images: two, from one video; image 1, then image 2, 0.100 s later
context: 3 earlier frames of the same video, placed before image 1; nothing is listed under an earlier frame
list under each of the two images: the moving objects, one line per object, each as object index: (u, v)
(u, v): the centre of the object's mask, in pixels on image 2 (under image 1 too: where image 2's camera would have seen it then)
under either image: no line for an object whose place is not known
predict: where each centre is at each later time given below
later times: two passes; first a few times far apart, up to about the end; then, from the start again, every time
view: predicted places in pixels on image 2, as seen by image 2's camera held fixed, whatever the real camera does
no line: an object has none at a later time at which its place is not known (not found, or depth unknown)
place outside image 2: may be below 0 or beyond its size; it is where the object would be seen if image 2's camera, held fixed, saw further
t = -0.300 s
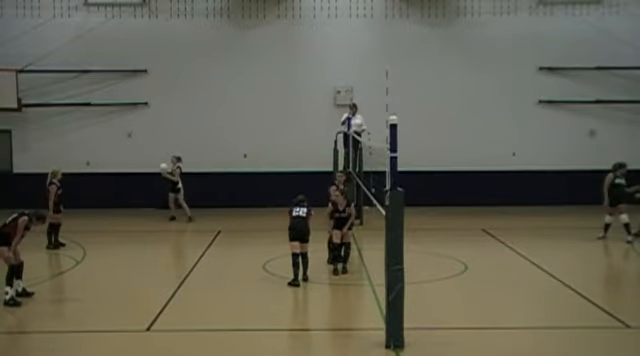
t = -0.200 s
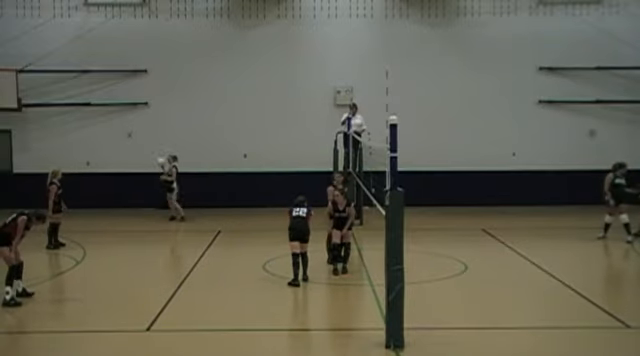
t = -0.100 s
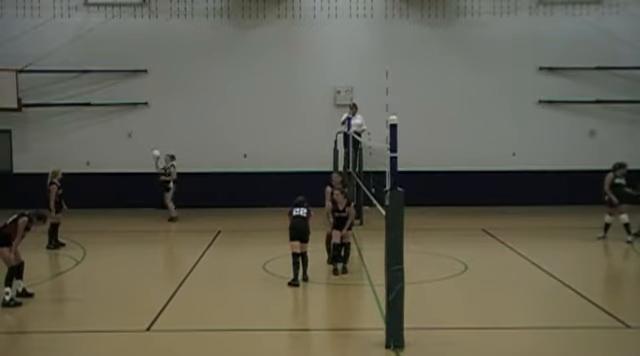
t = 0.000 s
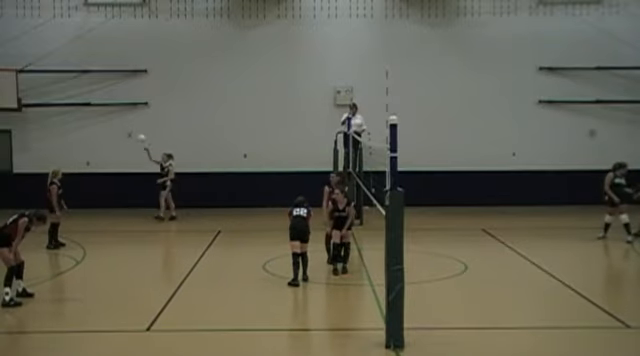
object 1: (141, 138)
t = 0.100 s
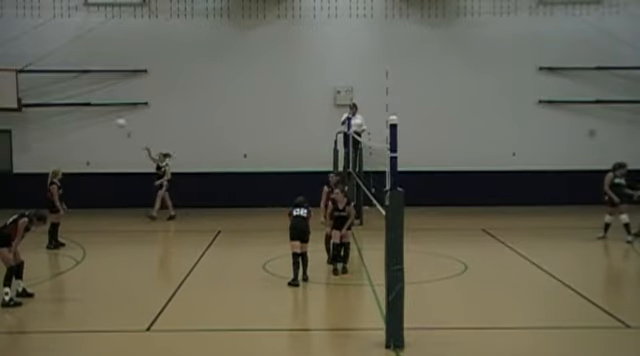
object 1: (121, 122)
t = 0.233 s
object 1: (92, 107)
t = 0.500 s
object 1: (32, 98)
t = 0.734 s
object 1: (-22, 117)
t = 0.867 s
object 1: (-57, 141)
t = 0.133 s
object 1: (114, 118)
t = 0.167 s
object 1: (107, 114)
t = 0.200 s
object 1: (100, 110)
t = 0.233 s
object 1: (92, 107)
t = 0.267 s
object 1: (85, 104)
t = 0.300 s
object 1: (77, 103)
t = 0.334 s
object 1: (70, 101)
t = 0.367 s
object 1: (62, 99)
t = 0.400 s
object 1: (55, 98)
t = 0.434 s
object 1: (48, 98)
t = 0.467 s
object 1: (40, 98)
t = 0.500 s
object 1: (32, 98)
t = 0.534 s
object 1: (25, 100)
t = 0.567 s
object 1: (17, 102)
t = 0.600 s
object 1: (8, 104)
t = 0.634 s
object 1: (1, 106)
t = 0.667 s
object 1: (-7, 109)
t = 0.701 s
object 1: (-15, 114)
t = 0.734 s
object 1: (-22, 117)
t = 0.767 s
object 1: (-31, 122)
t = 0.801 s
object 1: (-40, 129)
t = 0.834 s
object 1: (-48, 135)
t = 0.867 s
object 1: (-57, 141)
